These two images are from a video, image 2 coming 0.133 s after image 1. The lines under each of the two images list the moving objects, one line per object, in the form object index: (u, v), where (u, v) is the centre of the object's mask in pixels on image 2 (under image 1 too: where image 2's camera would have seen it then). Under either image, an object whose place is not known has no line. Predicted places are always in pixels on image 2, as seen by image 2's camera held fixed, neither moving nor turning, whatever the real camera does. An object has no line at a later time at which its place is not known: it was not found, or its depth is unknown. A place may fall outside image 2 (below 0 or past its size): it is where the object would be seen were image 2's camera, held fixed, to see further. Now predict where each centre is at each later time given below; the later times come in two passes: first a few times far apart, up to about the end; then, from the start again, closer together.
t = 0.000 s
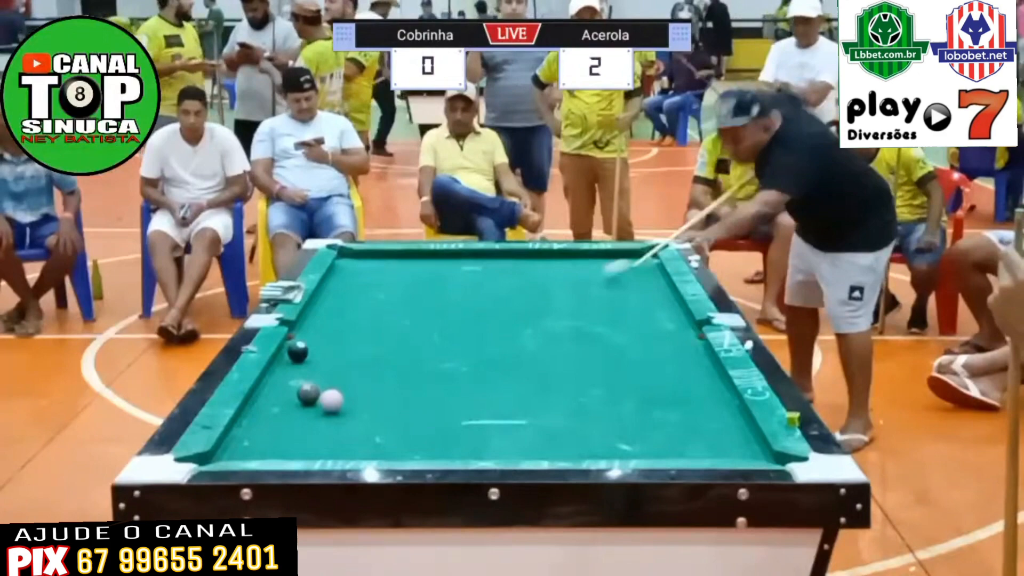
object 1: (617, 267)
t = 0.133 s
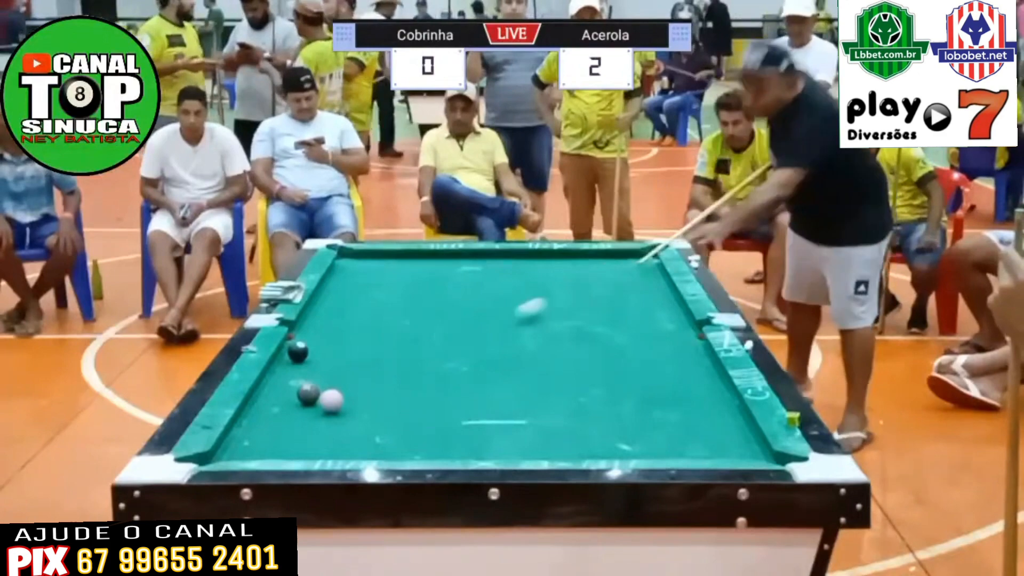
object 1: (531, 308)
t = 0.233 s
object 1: (459, 341)
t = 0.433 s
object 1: (328, 397)
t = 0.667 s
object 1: (240, 429)
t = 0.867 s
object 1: (266, 452)
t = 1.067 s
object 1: (313, 439)
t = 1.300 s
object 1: (360, 419)
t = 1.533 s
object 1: (401, 401)
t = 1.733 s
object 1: (431, 388)
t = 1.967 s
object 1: (464, 374)
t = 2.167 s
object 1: (487, 364)
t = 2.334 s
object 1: (505, 357)
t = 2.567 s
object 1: (527, 347)
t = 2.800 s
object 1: (547, 339)
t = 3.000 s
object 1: (561, 333)
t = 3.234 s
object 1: (579, 326)
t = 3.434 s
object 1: (588, 322)
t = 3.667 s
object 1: (599, 317)
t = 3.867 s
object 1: (607, 314)
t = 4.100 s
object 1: (615, 311)
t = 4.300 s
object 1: (620, 308)
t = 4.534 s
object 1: (625, 307)
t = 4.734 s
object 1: (629, 305)
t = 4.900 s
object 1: (630, 304)
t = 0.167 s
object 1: (508, 319)
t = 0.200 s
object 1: (485, 329)
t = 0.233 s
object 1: (459, 341)
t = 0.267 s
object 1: (431, 353)
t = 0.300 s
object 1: (404, 365)
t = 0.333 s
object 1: (374, 377)
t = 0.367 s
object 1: (335, 396)
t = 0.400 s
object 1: (336, 395)
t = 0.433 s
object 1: (328, 397)
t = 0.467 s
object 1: (319, 400)
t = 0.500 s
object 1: (309, 403)
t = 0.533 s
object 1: (297, 408)
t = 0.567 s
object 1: (285, 412)
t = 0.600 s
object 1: (270, 417)
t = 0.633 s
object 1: (253, 423)
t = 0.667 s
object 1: (240, 429)
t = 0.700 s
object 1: (244, 434)
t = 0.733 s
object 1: (249, 438)
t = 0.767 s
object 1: (253, 443)
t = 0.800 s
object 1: (257, 445)
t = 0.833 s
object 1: (261, 449)
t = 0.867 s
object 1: (266, 452)
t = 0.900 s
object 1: (274, 451)
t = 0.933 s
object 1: (282, 448)
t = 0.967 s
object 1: (290, 446)
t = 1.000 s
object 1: (298, 444)
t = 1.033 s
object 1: (305, 443)
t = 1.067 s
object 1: (313, 439)
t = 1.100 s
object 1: (320, 436)
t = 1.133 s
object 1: (327, 434)
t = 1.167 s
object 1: (334, 430)
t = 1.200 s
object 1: (340, 427)
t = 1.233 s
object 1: (347, 424)
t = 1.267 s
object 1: (353, 421)
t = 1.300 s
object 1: (360, 419)
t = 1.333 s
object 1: (366, 416)
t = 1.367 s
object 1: (372, 413)
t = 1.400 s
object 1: (378, 411)
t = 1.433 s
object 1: (384, 408)
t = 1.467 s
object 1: (390, 406)
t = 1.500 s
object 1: (395, 404)
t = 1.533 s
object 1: (401, 401)
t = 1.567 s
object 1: (406, 399)
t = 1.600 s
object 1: (411, 397)
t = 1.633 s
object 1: (417, 394)
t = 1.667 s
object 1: (422, 392)
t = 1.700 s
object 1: (427, 390)
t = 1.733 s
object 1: (431, 388)
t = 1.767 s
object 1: (436, 386)
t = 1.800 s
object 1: (441, 383)
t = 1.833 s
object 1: (446, 382)
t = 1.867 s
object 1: (450, 380)
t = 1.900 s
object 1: (455, 378)
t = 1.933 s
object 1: (459, 376)
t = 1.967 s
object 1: (464, 374)
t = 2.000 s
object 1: (468, 373)
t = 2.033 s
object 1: (472, 371)
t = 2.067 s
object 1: (476, 369)
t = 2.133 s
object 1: (484, 366)
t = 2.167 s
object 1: (487, 364)
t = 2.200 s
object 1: (491, 363)
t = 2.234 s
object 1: (494, 361)
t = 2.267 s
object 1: (498, 360)
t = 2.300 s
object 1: (501, 358)
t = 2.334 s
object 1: (505, 357)
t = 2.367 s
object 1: (508, 355)
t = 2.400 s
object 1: (512, 354)
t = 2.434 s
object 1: (515, 352)
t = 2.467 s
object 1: (519, 351)
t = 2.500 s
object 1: (521, 350)
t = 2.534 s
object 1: (524, 349)
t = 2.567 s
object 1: (527, 347)
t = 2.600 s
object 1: (531, 346)
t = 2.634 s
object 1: (533, 345)
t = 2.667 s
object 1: (536, 344)
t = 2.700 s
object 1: (539, 343)
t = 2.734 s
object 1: (542, 341)
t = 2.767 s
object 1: (544, 340)
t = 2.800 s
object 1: (547, 339)
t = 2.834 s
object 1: (550, 338)
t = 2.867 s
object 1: (552, 337)
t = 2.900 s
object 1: (554, 336)
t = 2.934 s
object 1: (557, 335)
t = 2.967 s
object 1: (560, 334)
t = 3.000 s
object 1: (561, 333)
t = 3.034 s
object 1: (564, 332)
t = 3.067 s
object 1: (569, 330)
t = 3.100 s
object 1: (571, 329)
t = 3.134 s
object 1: (573, 328)
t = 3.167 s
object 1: (575, 327)
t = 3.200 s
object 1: (577, 327)
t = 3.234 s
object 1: (579, 326)
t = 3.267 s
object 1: (581, 325)
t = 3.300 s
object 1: (582, 324)
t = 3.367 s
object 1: (584, 323)
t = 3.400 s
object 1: (586, 323)
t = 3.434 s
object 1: (588, 322)
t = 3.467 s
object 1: (589, 321)
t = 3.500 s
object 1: (591, 320)
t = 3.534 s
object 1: (592, 320)
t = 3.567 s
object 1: (594, 319)
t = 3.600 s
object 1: (596, 318)
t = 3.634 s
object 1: (597, 318)
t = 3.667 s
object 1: (599, 317)
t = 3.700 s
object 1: (600, 317)
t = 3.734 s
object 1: (602, 316)
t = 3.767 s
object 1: (603, 316)
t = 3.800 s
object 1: (604, 315)
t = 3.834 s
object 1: (606, 314)
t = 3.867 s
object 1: (607, 314)
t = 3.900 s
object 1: (608, 314)
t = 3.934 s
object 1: (610, 313)
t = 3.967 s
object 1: (611, 313)
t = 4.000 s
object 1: (612, 312)
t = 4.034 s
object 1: (613, 312)
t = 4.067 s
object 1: (614, 311)
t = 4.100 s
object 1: (615, 311)
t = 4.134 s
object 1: (616, 310)
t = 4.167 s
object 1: (617, 310)
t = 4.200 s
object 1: (618, 309)
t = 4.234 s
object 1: (619, 309)
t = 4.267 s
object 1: (620, 309)
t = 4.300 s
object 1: (620, 308)
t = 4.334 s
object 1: (621, 308)
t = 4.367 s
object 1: (622, 307)
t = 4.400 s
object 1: (623, 307)
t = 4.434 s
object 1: (624, 307)
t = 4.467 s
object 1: (624, 307)
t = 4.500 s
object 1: (625, 307)
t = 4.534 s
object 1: (625, 307)
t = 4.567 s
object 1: (626, 306)
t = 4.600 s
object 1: (627, 306)
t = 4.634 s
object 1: (627, 305)
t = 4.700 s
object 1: (628, 305)
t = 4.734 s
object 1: (629, 305)
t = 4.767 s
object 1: (629, 305)
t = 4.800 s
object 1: (630, 305)
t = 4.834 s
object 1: (630, 304)
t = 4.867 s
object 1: (630, 304)
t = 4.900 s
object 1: (630, 304)
